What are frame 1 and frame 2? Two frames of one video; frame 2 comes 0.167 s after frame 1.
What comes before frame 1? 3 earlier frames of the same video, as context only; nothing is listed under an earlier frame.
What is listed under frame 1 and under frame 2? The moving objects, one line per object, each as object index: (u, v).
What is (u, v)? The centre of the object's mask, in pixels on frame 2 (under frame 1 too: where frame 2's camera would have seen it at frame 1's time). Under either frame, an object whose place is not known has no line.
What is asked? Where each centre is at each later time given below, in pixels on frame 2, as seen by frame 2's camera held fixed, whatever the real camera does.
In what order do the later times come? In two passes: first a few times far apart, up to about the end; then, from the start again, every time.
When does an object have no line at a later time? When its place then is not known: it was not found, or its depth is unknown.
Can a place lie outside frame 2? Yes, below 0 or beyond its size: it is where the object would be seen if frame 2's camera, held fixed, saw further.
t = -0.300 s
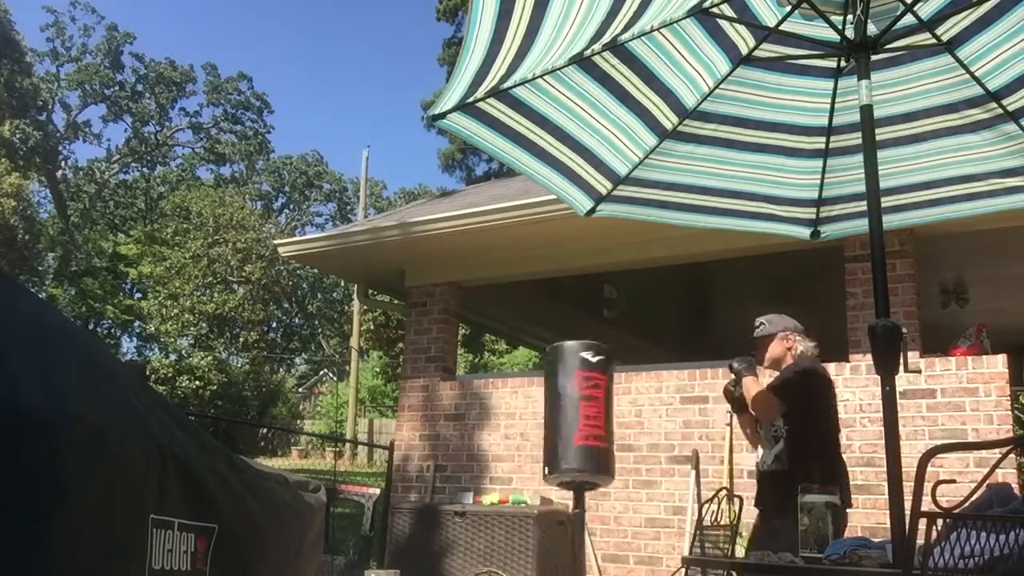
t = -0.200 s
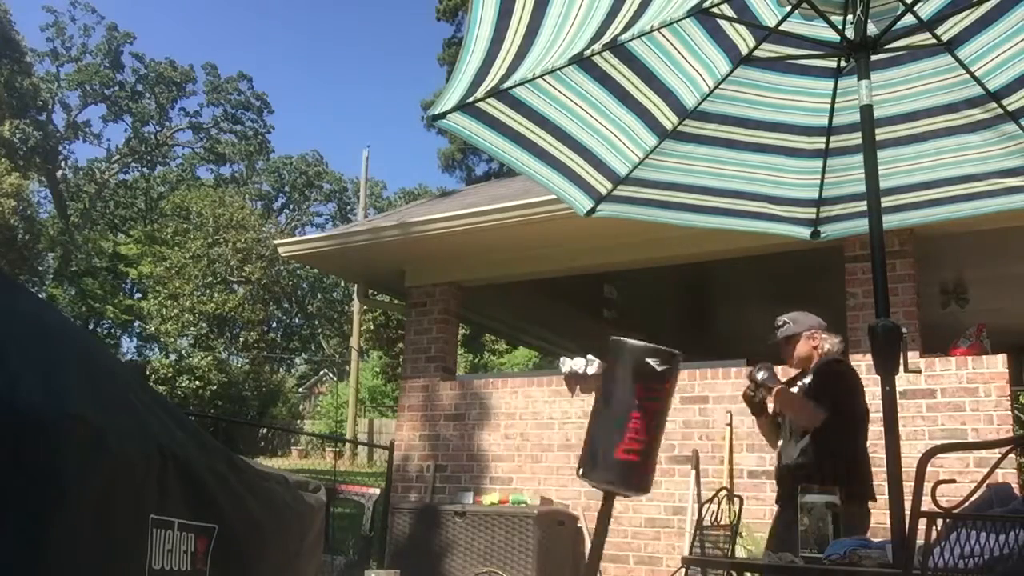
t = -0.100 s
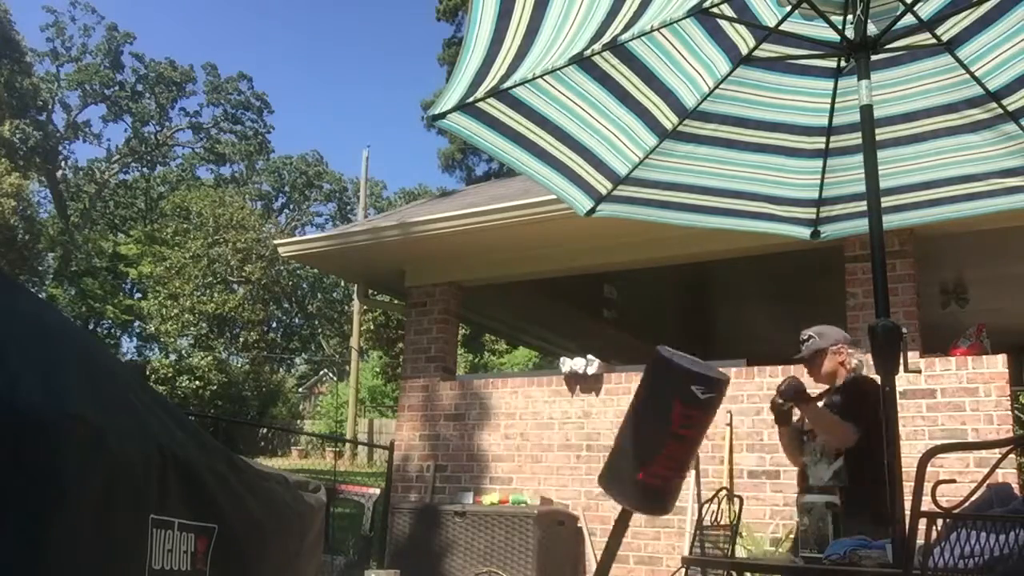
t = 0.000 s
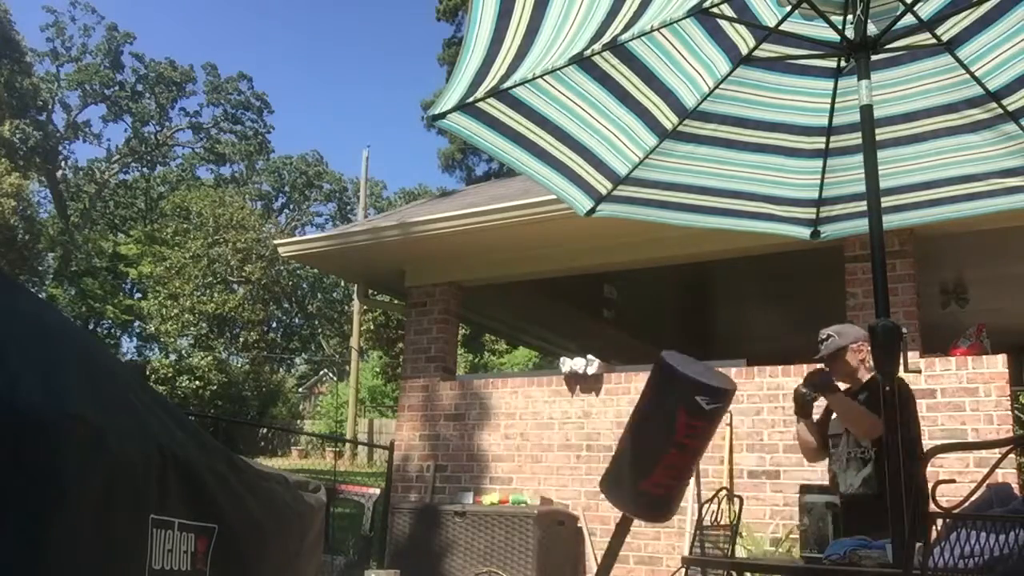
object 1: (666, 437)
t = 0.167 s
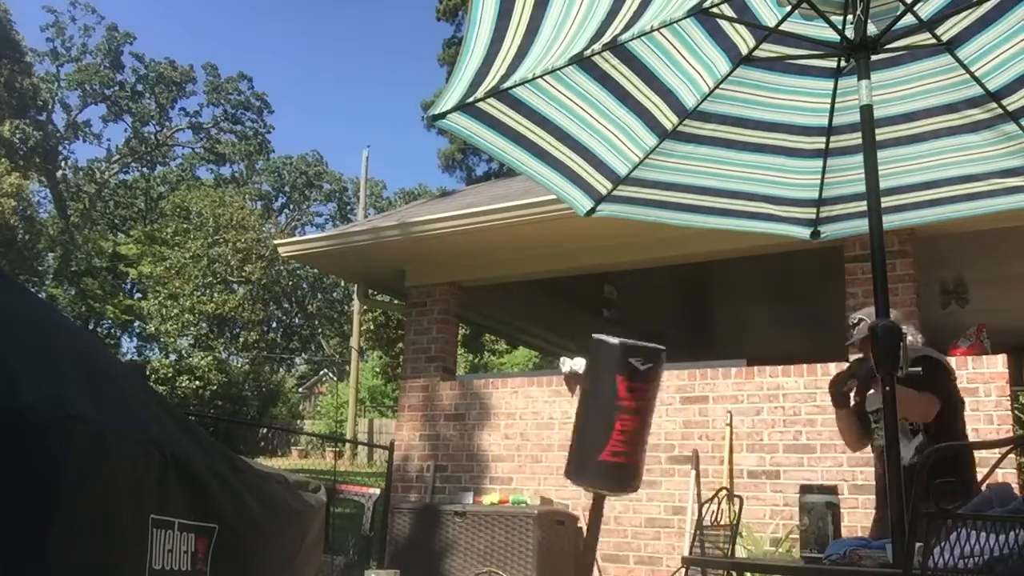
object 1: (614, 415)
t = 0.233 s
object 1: (585, 410)
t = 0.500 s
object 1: (522, 441)
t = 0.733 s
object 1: (566, 418)
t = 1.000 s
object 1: (637, 422)
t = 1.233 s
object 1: (606, 413)
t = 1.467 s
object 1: (547, 423)
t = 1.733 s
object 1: (555, 421)
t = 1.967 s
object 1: (606, 413)
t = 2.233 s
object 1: (612, 415)
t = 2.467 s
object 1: (568, 415)
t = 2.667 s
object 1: (551, 422)
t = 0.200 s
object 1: (600, 412)
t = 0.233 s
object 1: (585, 410)
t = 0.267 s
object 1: (571, 411)
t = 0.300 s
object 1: (557, 414)
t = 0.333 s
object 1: (546, 419)
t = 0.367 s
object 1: (537, 424)
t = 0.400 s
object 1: (530, 430)
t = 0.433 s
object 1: (525, 434)
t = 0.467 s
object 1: (522, 437)
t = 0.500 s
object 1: (522, 441)
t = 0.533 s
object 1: (523, 441)
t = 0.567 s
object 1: (526, 440)
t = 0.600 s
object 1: (531, 438)
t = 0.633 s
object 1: (538, 433)
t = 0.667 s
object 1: (546, 426)
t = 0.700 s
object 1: (555, 423)
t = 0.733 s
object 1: (566, 418)
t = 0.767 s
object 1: (577, 415)
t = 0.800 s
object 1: (588, 412)
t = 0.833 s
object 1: (599, 412)
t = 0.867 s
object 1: (610, 413)
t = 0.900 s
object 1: (619, 416)
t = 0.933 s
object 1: (627, 418)
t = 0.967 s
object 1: (633, 420)
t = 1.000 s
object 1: (637, 422)
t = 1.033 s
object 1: (639, 422)
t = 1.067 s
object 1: (638, 423)
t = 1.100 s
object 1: (635, 422)
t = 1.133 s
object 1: (630, 419)
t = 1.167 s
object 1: (623, 417)
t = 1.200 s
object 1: (615, 415)
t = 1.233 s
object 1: (606, 413)
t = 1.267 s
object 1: (596, 411)
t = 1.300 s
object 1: (587, 411)
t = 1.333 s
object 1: (577, 412)
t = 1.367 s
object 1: (568, 413)
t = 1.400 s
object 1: (560, 416)
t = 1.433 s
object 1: (553, 420)
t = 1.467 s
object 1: (547, 423)
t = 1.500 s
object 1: (543, 426)
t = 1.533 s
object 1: (540, 428)
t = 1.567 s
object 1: (539, 428)
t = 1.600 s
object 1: (539, 429)
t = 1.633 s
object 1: (541, 428)
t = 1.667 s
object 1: (545, 427)
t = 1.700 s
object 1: (549, 424)
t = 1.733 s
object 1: (555, 421)
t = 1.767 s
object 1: (561, 418)
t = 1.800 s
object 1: (568, 415)
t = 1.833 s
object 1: (576, 413)
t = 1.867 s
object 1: (584, 412)
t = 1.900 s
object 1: (592, 411)
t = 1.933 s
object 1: (599, 412)
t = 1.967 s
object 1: (606, 413)
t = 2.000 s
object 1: (612, 414)
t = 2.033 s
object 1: (616, 415)
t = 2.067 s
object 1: (619, 416)
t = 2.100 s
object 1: (621, 417)
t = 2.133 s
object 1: (621, 417)
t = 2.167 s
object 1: (619, 416)
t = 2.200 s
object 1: (616, 416)
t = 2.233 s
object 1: (612, 415)
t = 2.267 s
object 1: (607, 413)
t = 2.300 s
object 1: (601, 412)
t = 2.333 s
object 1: (594, 411)
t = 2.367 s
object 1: (588, 411)
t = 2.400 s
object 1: (581, 412)
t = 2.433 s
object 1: (574, 413)
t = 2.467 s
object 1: (568, 415)
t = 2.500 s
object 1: (563, 416)
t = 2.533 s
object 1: (558, 419)
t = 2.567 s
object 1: (555, 420)
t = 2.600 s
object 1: (552, 422)
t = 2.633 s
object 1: (551, 422)
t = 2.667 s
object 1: (551, 422)
